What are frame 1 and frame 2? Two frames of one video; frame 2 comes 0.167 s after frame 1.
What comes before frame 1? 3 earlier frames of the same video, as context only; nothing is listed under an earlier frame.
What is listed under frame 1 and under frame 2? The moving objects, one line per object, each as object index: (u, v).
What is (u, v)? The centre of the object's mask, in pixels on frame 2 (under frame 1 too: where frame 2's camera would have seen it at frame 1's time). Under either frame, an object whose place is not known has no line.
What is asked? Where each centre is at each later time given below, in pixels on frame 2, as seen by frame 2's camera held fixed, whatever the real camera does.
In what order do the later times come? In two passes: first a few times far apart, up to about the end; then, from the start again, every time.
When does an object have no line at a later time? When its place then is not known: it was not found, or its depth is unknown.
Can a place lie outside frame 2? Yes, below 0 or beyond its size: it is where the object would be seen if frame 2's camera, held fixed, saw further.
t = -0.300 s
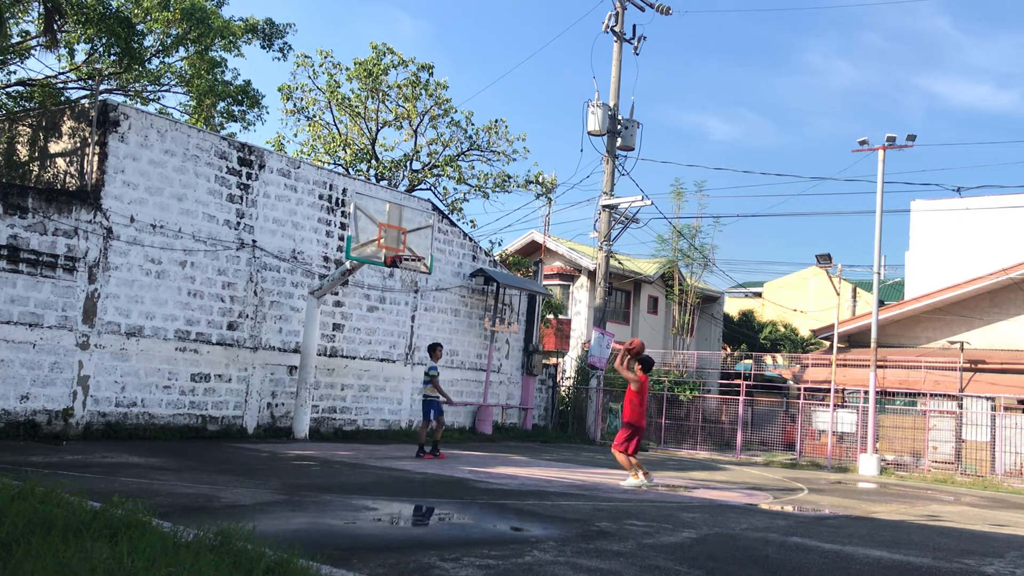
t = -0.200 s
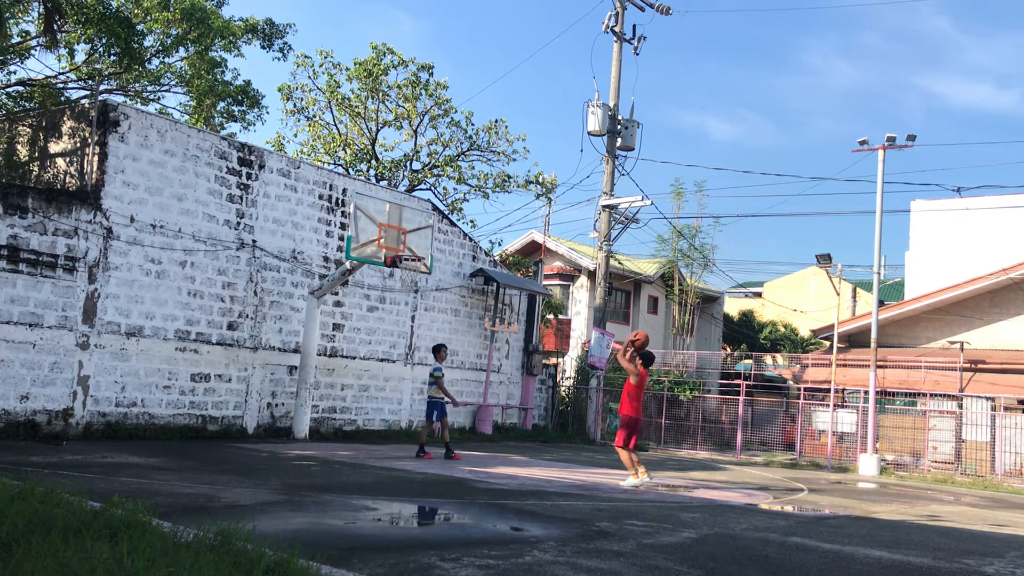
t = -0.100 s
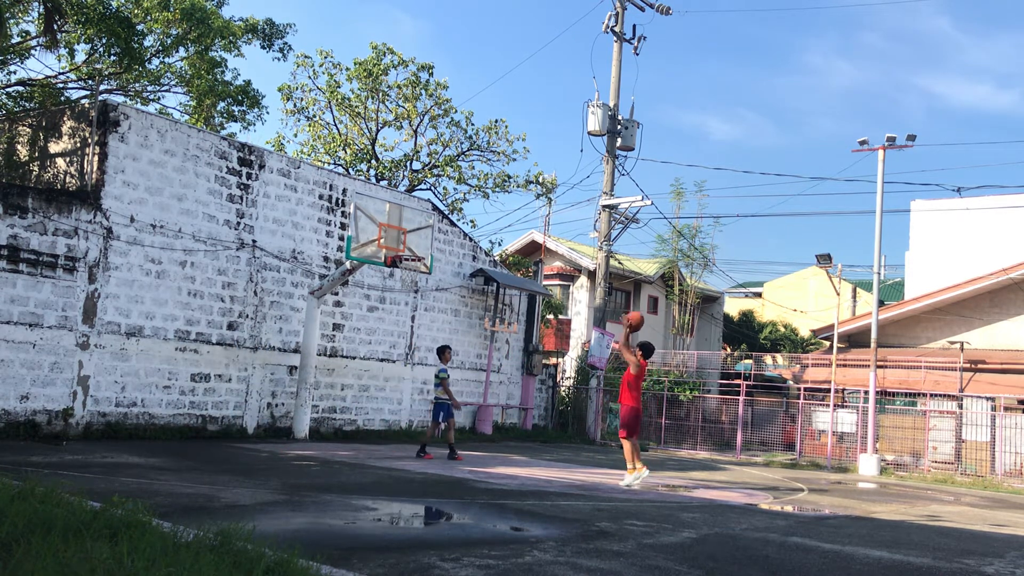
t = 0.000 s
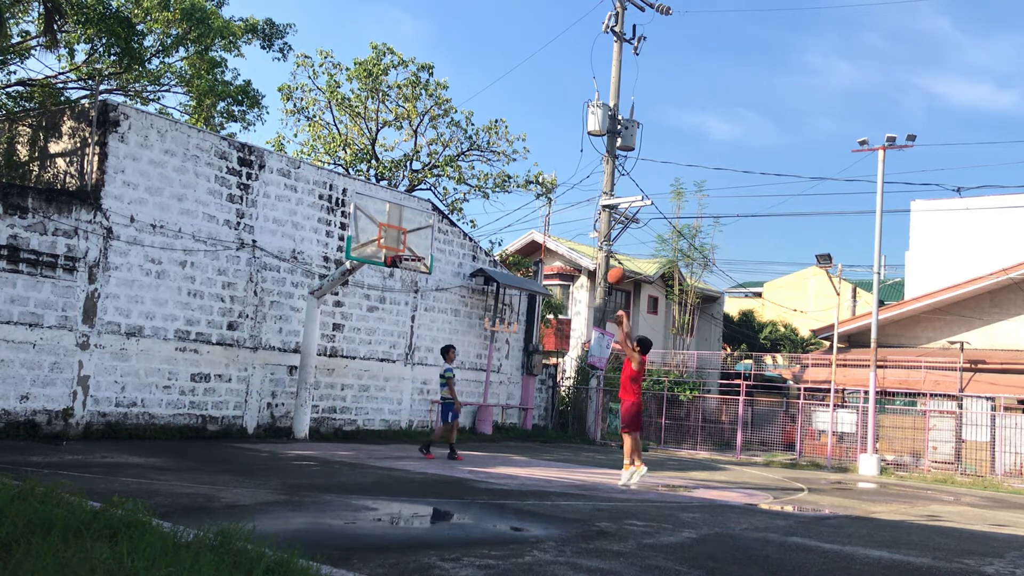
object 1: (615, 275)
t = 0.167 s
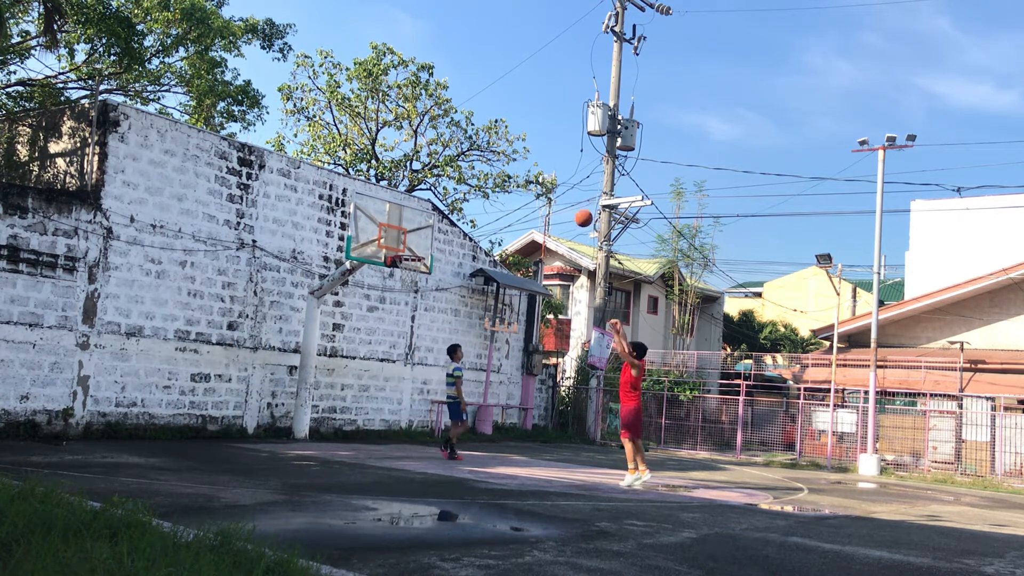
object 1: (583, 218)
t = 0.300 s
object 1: (558, 188)
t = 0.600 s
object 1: (502, 170)
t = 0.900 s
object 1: (446, 209)
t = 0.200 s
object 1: (577, 209)
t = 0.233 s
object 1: (571, 201)
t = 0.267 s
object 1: (564, 194)
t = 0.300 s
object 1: (558, 188)
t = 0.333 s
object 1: (551, 183)
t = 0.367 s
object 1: (545, 179)
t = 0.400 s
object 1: (538, 175)
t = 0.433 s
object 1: (533, 172)
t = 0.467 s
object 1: (526, 170)
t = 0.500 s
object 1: (520, 169)
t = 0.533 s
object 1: (514, 168)
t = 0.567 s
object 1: (508, 168)
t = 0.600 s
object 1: (502, 170)
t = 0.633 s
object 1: (495, 171)
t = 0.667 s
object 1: (489, 173)
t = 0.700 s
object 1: (483, 176)
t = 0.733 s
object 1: (477, 180)
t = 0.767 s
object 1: (470, 184)
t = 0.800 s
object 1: (464, 190)
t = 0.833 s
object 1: (458, 195)
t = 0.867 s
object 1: (452, 202)
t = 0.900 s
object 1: (446, 209)
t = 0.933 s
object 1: (440, 216)
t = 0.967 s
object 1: (434, 225)
